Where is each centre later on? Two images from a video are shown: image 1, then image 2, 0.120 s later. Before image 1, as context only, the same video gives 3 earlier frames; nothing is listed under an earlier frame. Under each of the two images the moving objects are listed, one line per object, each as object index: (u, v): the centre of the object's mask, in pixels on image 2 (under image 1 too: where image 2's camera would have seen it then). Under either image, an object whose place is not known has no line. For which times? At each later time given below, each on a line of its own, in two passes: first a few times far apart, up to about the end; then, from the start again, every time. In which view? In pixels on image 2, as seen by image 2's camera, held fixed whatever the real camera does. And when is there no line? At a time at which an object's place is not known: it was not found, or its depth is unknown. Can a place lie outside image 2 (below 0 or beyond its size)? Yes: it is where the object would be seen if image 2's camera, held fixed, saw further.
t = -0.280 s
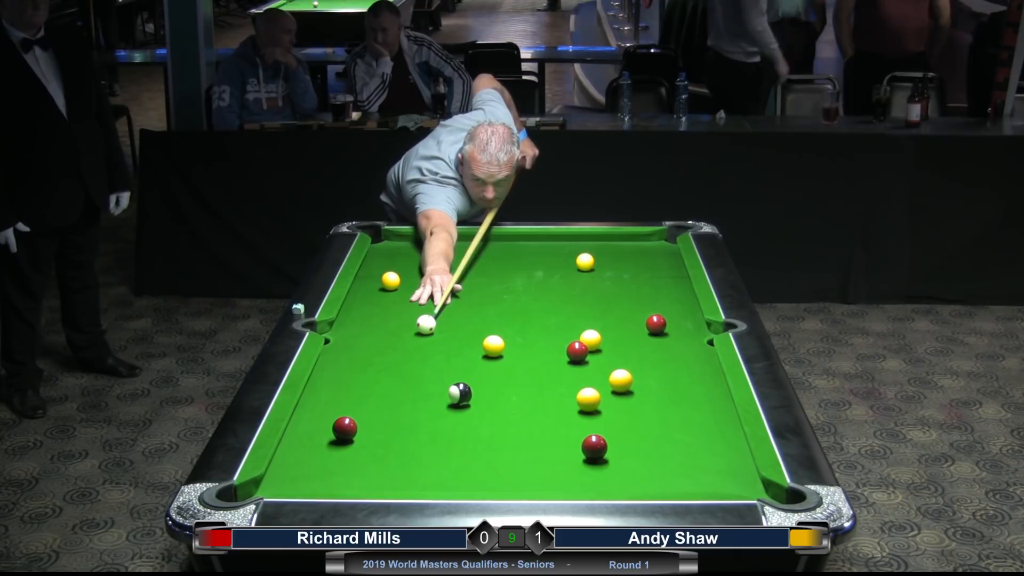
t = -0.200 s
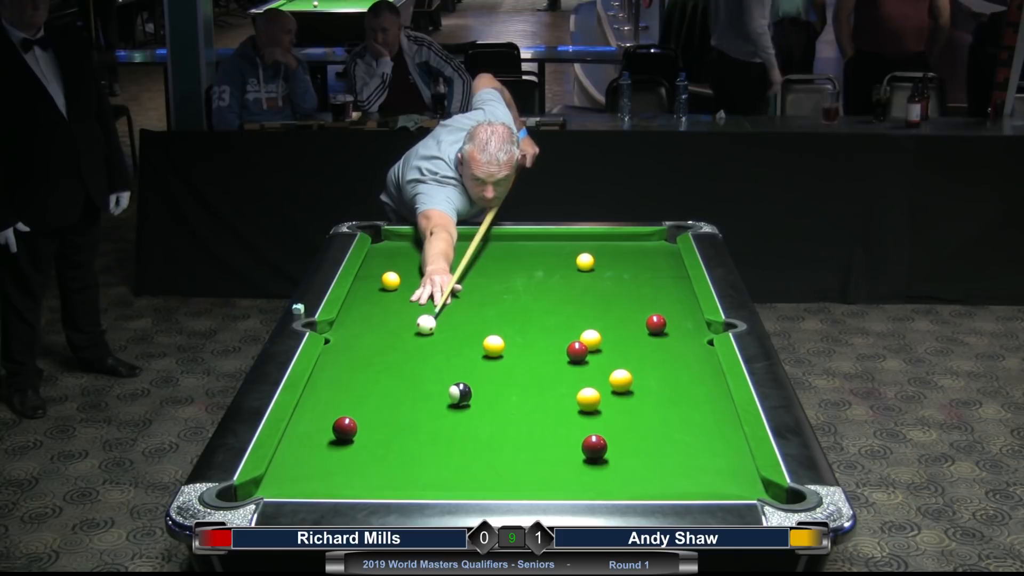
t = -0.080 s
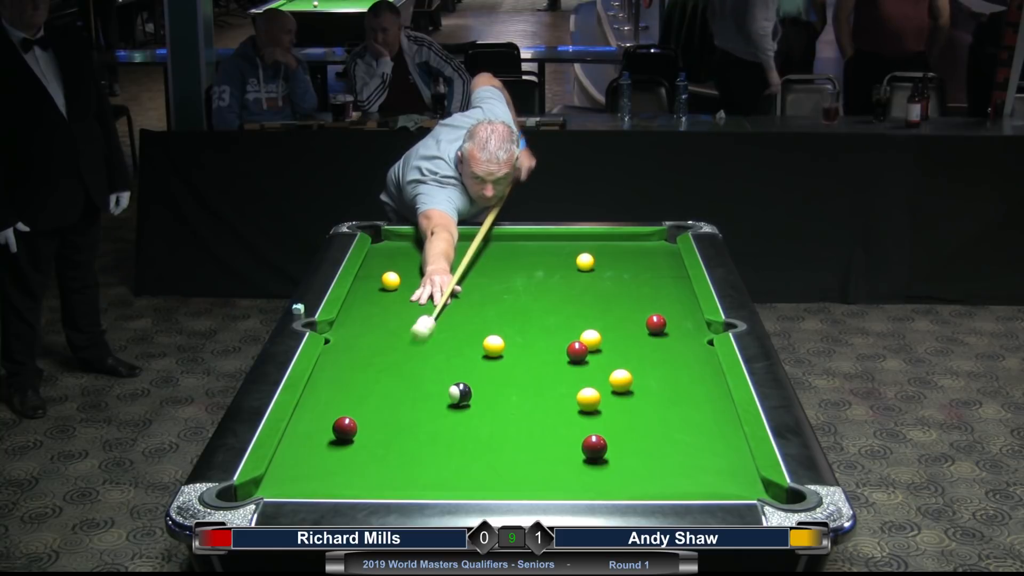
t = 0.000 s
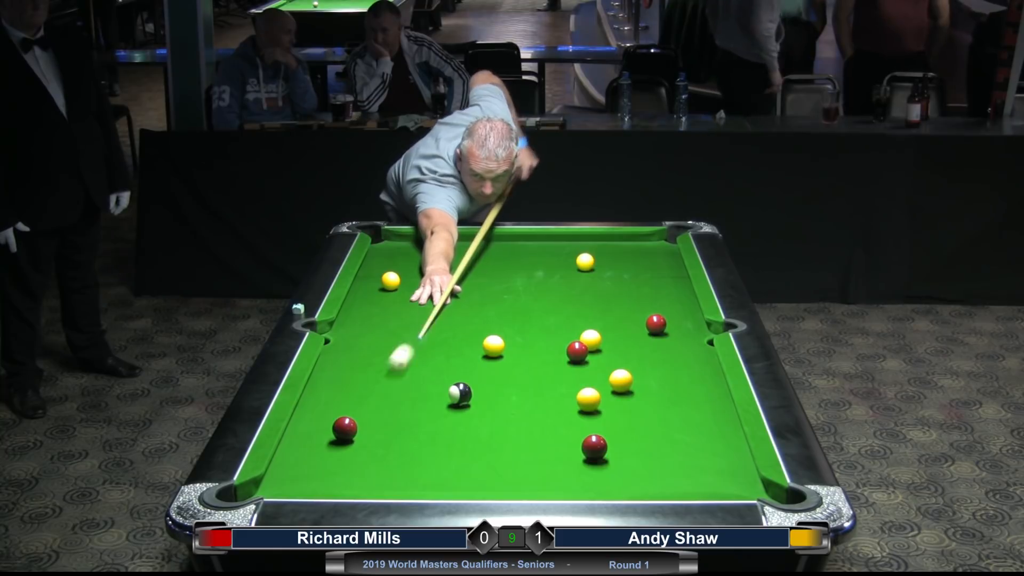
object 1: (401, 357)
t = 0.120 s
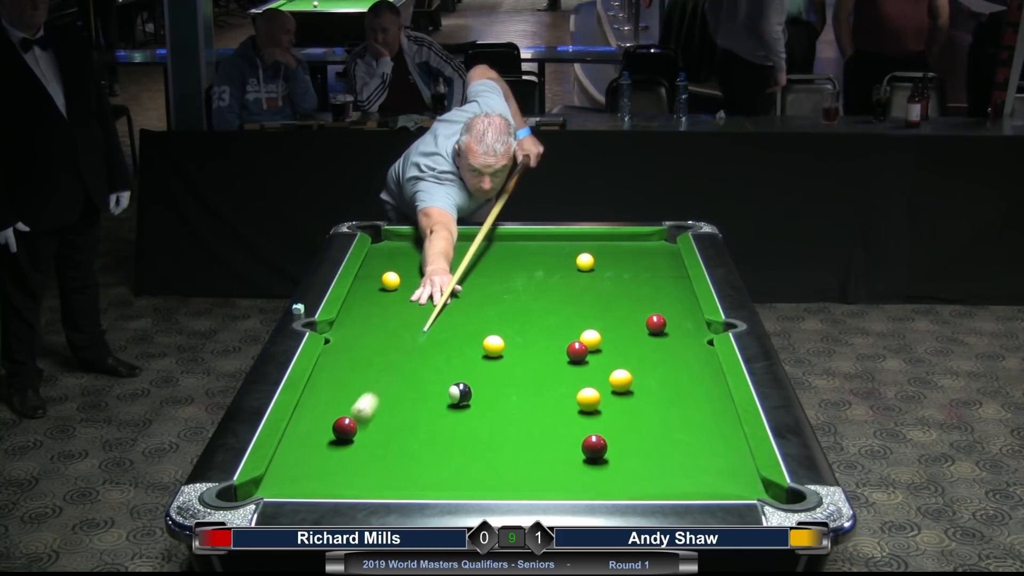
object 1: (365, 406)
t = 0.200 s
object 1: (365, 419)
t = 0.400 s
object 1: (393, 415)
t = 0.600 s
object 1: (419, 411)
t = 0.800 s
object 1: (443, 407)
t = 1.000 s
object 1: (465, 403)
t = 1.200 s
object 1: (486, 400)
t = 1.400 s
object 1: (505, 397)
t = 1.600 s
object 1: (522, 395)
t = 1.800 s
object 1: (537, 393)
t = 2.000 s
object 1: (550, 391)
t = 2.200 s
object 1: (561, 389)
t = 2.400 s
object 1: (570, 388)
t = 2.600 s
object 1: (577, 385)
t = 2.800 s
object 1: (583, 383)
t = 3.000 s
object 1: (588, 382)
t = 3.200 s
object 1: (591, 382)
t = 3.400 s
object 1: (592, 382)
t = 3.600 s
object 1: (591, 382)
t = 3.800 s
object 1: (591, 382)
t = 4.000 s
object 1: (592, 382)
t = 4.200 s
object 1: (591, 382)
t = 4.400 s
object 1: (591, 382)
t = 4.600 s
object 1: (591, 382)
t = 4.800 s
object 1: (592, 382)
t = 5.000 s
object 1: (591, 382)
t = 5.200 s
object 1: (592, 382)
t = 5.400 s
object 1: (591, 382)
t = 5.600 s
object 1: (592, 382)
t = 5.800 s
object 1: (592, 382)
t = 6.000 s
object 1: (592, 382)
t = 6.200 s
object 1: (592, 382)
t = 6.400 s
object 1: (592, 383)
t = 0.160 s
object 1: (359, 419)
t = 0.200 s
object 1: (365, 419)
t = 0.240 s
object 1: (370, 418)
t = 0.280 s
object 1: (376, 417)
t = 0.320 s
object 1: (382, 417)
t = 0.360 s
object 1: (387, 416)
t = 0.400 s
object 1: (393, 415)
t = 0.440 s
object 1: (398, 414)
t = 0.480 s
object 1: (403, 413)
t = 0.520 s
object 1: (409, 412)
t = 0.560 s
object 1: (414, 411)
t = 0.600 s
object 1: (419, 411)
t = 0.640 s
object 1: (424, 410)
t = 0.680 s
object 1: (429, 409)
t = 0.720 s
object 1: (434, 408)
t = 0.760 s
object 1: (438, 408)
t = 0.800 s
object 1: (443, 407)
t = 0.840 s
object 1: (448, 406)
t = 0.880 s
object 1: (452, 406)
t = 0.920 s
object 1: (457, 405)
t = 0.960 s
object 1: (461, 405)
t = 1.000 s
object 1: (465, 403)
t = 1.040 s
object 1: (469, 403)
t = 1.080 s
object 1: (474, 402)
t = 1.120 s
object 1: (478, 402)
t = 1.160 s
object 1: (482, 401)
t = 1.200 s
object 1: (486, 400)
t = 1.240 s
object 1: (490, 399)
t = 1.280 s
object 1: (494, 399)
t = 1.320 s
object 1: (498, 398)
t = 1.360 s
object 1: (501, 398)
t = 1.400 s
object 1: (505, 397)
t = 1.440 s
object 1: (508, 397)
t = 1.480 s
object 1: (512, 396)
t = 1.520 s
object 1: (515, 396)
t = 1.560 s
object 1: (518, 395)
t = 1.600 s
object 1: (522, 395)
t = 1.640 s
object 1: (525, 394)
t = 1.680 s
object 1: (528, 394)
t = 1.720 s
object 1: (531, 393)
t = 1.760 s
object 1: (534, 393)
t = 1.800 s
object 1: (537, 393)
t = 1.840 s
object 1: (540, 392)
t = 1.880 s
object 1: (542, 392)
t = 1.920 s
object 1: (545, 392)
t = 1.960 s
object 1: (547, 391)
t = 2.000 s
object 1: (550, 391)
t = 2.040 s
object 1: (553, 391)
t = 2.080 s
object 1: (555, 390)
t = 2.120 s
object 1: (557, 390)
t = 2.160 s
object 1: (559, 389)
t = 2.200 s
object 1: (561, 389)
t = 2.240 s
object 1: (564, 389)
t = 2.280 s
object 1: (566, 389)
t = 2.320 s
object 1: (567, 388)
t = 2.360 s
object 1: (569, 388)
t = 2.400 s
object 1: (570, 388)
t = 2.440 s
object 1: (572, 387)
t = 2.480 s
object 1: (573, 386)
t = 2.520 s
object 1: (574, 386)
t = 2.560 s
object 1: (576, 385)
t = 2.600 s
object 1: (577, 385)
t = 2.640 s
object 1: (578, 385)
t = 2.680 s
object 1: (579, 384)
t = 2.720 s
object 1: (581, 383)
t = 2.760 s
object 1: (582, 383)
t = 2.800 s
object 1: (583, 383)
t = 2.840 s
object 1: (584, 383)
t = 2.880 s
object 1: (586, 382)
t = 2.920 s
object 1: (587, 382)
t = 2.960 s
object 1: (588, 382)
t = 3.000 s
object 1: (588, 382)
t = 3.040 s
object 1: (589, 382)
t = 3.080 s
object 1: (590, 382)
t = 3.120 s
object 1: (591, 382)
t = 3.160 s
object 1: (591, 382)
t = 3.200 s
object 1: (591, 382)
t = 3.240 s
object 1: (592, 382)
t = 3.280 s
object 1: (592, 382)
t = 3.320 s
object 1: (592, 382)
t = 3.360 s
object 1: (592, 382)
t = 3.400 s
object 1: (592, 382)
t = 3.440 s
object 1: (592, 382)
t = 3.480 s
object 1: (592, 382)
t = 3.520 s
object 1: (592, 382)
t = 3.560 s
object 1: (591, 382)
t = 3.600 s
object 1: (591, 382)
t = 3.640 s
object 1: (592, 382)
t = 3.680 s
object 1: (592, 382)
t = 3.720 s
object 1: (591, 382)
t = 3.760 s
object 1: (591, 382)
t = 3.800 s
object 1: (591, 382)
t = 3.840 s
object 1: (591, 382)
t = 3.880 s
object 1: (591, 382)
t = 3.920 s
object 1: (592, 382)
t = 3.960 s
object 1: (592, 382)
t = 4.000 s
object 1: (592, 382)
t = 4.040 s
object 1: (592, 382)
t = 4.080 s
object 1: (591, 382)
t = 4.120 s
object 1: (591, 382)
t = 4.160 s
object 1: (591, 382)
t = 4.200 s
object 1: (591, 382)
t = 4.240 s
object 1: (592, 382)
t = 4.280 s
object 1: (591, 382)
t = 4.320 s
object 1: (591, 382)
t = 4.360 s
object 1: (591, 382)
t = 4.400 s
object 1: (591, 382)
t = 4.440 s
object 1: (591, 382)
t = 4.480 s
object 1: (591, 382)
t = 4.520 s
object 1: (591, 382)
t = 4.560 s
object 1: (591, 382)
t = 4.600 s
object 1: (591, 382)
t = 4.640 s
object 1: (591, 382)
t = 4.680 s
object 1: (592, 382)
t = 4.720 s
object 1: (591, 382)
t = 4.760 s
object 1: (591, 382)
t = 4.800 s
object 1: (592, 382)
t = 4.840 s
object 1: (591, 382)
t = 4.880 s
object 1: (592, 382)
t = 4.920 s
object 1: (591, 382)
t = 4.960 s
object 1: (592, 382)
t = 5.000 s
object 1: (591, 382)
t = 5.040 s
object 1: (591, 382)
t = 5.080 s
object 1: (592, 382)
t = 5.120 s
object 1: (592, 382)
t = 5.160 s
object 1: (591, 382)
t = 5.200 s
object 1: (592, 382)
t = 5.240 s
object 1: (591, 382)
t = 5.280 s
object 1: (591, 382)
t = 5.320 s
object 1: (592, 382)
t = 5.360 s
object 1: (591, 382)
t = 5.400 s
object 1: (591, 382)
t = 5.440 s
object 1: (592, 382)
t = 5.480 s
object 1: (592, 382)
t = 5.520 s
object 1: (592, 382)
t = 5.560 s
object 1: (592, 382)
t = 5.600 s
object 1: (592, 382)
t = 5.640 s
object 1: (592, 382)
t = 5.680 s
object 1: (592, 382)
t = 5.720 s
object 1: (592, 382)
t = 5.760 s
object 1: (592, 382)
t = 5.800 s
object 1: (592, 382)
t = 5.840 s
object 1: (592, 382)
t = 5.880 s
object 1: (592, 382)
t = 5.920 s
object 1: (592, 382)
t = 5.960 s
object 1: (592, 382)
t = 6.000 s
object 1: (592, 382)
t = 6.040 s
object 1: (592, 382)
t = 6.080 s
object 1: (592, 382)
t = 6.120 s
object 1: (592, 382)
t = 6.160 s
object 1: (592, 382)
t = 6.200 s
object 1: (592, 382)
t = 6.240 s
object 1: (592, 382)
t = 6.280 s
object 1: (592, 382)
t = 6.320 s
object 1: (592, 382)
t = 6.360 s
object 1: (592, 382)
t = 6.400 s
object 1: (592, 383)
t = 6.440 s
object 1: (592, 382)
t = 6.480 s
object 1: (592, 382)
